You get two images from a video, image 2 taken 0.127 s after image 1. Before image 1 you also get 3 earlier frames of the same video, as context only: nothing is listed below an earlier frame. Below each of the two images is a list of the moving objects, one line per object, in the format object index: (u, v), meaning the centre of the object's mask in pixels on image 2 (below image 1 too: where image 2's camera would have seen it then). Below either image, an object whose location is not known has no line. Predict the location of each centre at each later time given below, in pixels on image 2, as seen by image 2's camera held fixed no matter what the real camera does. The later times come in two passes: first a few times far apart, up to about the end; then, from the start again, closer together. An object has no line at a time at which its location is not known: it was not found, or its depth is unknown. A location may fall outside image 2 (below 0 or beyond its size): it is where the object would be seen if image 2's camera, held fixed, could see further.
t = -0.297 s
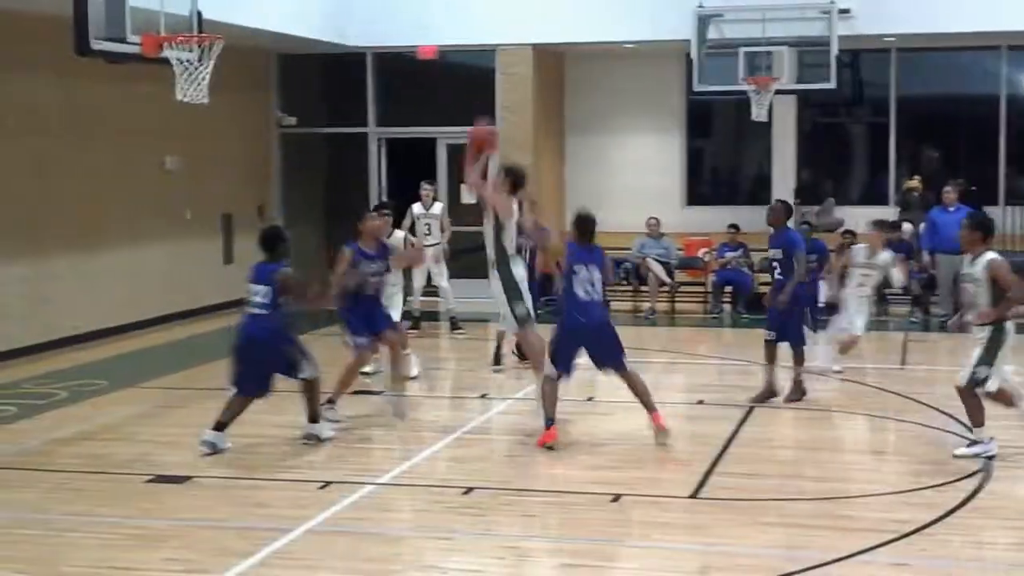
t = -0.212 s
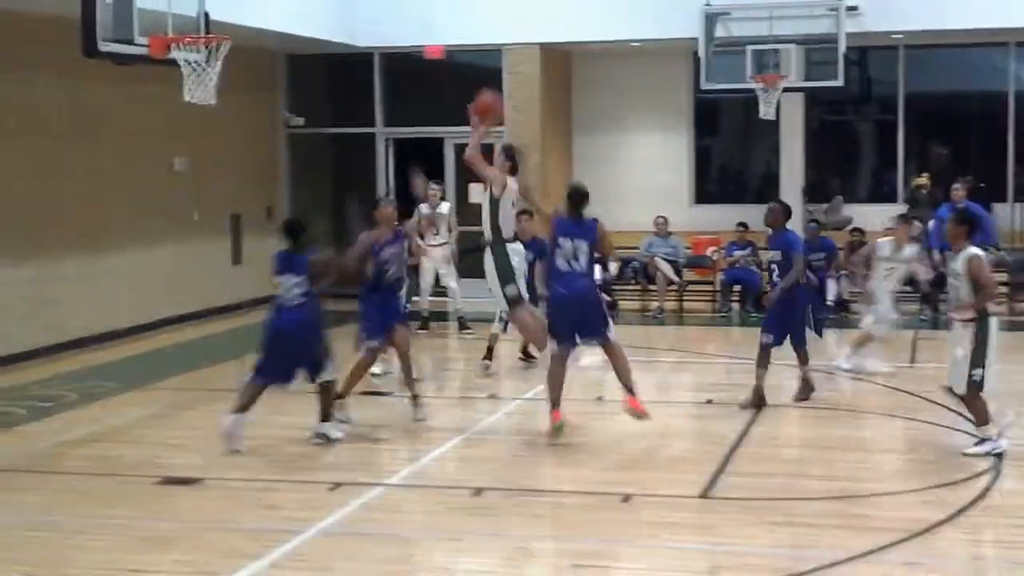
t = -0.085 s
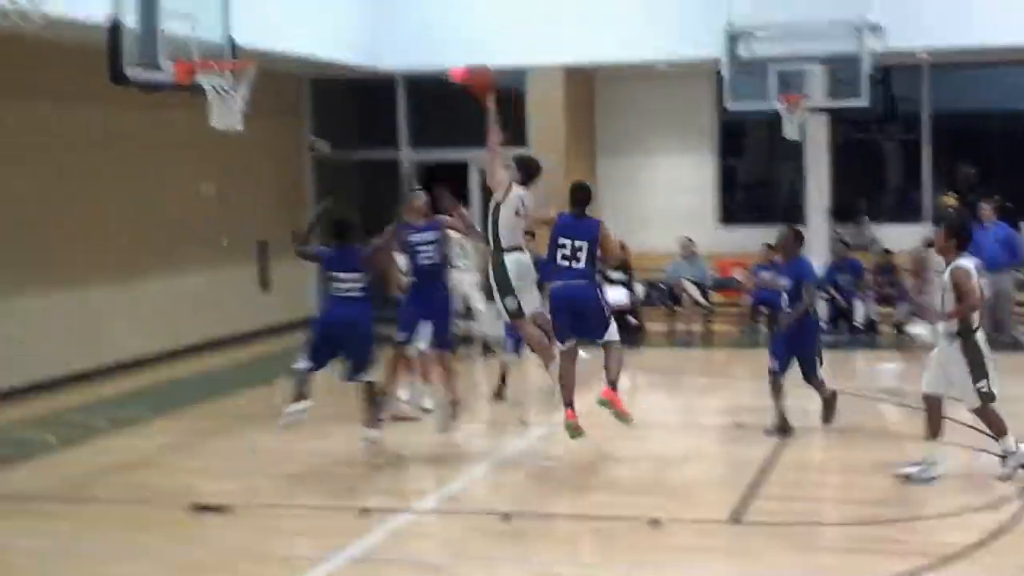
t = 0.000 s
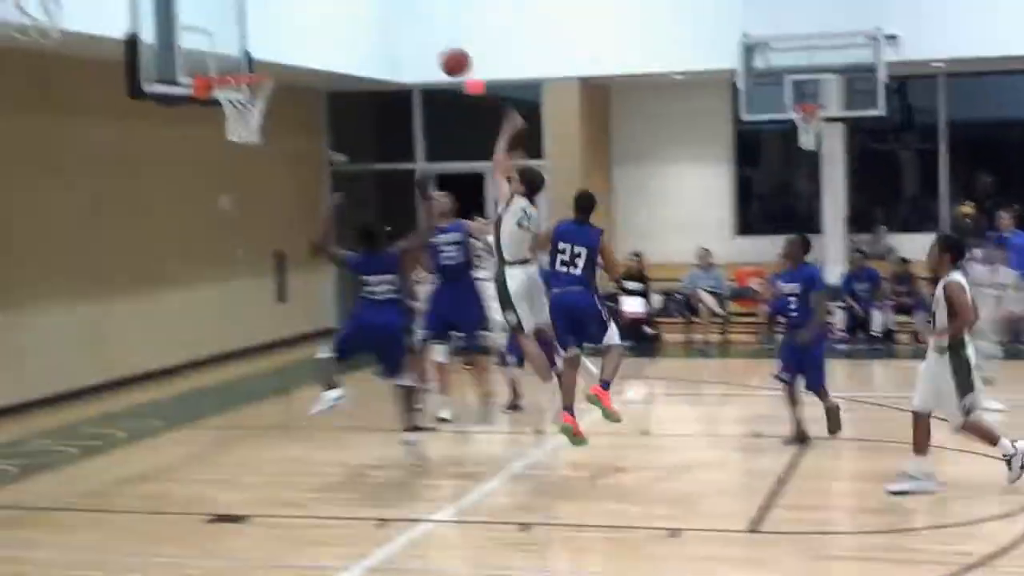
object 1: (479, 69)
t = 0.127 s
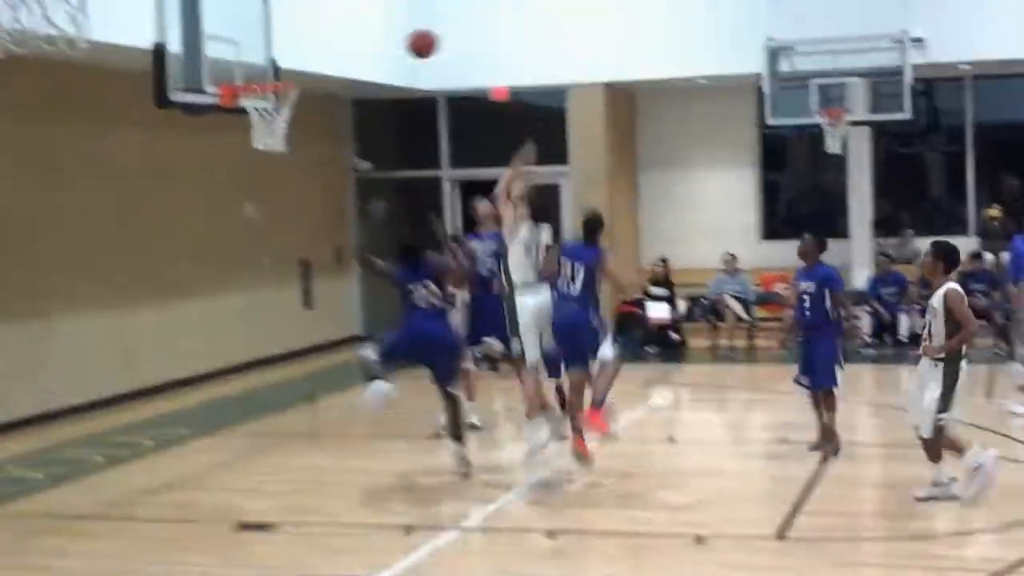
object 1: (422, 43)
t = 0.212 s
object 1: (384, 36)
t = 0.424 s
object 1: (291, 61)
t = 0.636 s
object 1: (286, 124)
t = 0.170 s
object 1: (403, 39)
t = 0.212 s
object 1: (384, 36)
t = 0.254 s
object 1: (365, 37)
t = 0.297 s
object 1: (346, 42)
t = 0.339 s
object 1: (327, 47)
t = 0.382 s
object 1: (308, 53)
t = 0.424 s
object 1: (291, 61)
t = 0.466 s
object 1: (274, 71)
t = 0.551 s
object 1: (260, 99)
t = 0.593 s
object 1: (268, 115)
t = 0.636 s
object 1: (286, 124)
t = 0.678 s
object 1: (286, 143)
